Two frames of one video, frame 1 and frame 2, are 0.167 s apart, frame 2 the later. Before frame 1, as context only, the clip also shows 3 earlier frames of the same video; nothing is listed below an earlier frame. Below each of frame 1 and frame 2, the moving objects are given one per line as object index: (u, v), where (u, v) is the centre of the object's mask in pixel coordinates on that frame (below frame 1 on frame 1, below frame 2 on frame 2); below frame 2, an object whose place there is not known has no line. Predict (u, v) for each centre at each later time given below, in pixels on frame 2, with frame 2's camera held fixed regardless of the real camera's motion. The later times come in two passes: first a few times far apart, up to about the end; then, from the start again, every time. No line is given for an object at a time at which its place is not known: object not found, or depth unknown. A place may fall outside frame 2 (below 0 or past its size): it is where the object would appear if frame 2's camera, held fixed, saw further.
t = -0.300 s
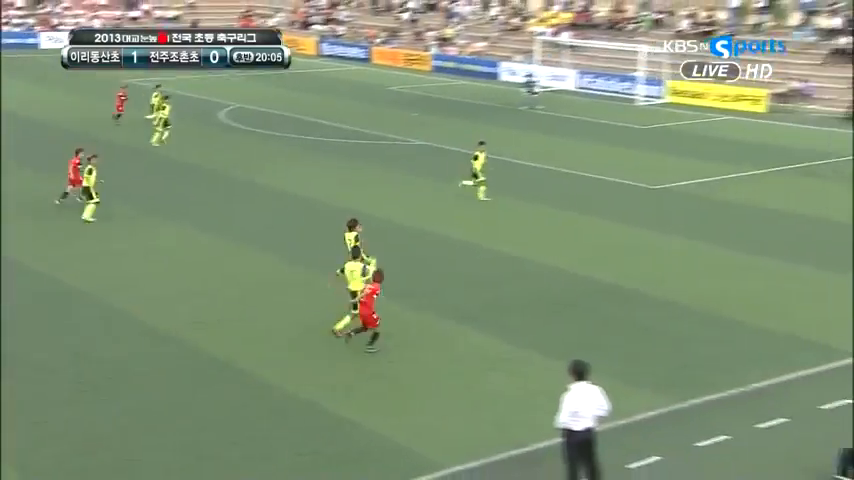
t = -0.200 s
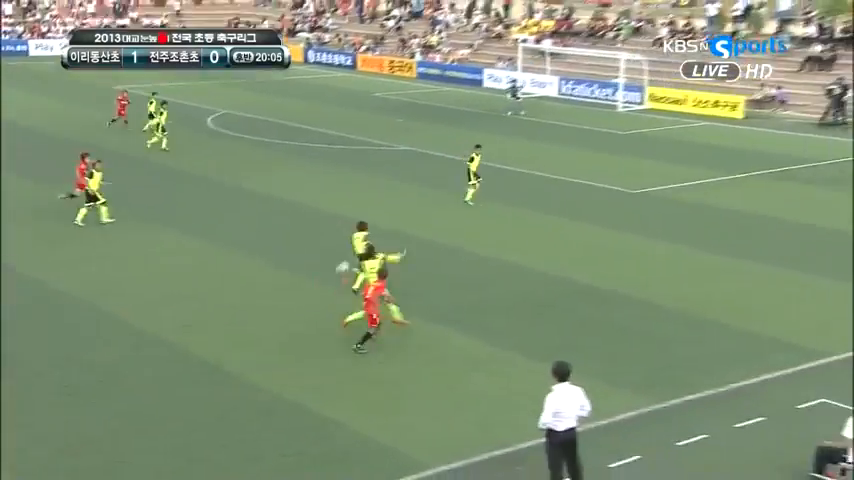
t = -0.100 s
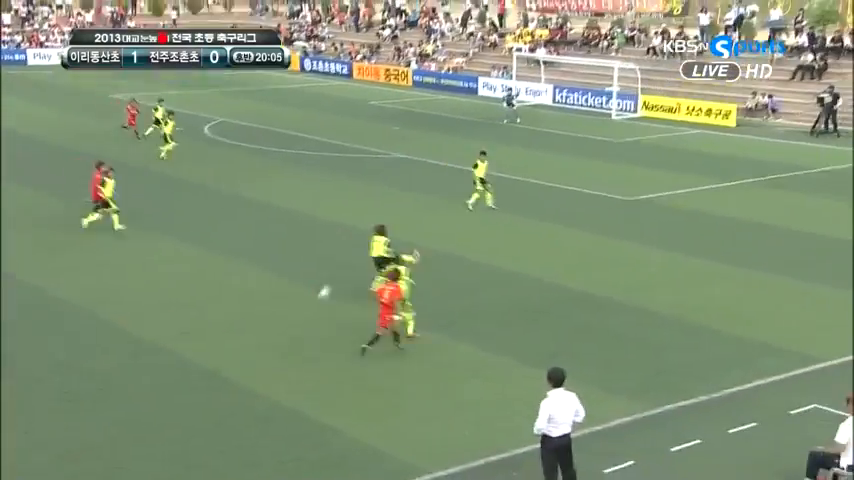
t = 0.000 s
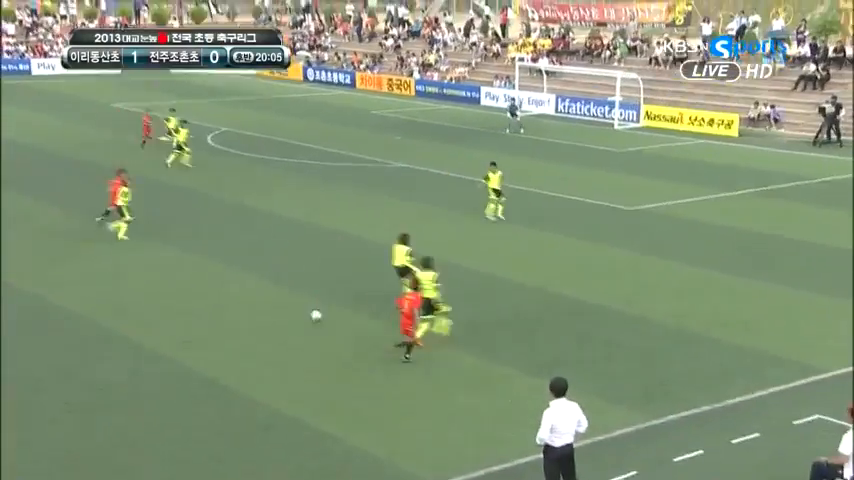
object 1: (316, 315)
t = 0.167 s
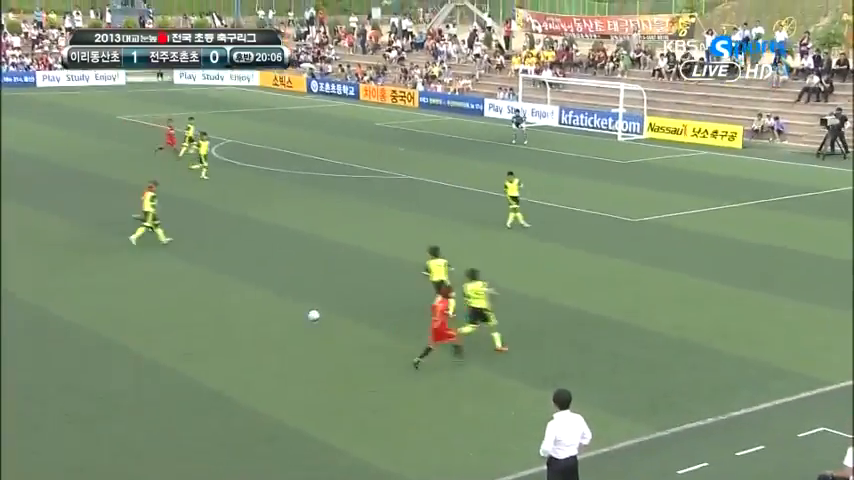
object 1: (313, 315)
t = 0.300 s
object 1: (310, 316)
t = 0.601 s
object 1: (299, 352)
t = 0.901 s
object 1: (275, 356)
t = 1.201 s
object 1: (252, 370)
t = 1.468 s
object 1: (232, 384)
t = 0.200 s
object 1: (313, 314)
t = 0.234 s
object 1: (311, 315)
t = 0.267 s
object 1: (310, 315)
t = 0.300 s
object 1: (310, 316)
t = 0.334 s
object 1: (308, 318)
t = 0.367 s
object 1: (307, 321)
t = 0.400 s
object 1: (306, 323)
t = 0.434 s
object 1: (305, 326)
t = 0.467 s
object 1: (304, 331)
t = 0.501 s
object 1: (303, 336)
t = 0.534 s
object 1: (301, 341)
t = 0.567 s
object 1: (301, 348)
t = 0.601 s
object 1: (299, 352)
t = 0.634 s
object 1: (297, 350)
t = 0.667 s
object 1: (294, 348)
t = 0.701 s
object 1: (291, 347)
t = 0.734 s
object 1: (289, 347)
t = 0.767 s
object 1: (286, 347)
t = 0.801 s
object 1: (284, 348)
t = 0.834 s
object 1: (280, 350)
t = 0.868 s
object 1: (279, 352)
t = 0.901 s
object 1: (275, 356)
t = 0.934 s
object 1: (272, 358)
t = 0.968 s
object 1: (269, 362)
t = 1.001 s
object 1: (266, 368)
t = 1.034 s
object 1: (264, 370)
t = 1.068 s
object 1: (262, 368)
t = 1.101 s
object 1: (260, 368)
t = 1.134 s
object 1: (257, 368)
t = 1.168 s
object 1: (255, 368)
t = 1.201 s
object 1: (252, 370)
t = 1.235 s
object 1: (250, 372)
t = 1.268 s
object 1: (248, 374)
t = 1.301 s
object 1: (245, 378)
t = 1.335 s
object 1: (243, 382)
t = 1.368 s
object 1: (240, 383)
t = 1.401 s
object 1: (237, 383)
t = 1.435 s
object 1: (234, 384)
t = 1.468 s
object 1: (232, 384)
